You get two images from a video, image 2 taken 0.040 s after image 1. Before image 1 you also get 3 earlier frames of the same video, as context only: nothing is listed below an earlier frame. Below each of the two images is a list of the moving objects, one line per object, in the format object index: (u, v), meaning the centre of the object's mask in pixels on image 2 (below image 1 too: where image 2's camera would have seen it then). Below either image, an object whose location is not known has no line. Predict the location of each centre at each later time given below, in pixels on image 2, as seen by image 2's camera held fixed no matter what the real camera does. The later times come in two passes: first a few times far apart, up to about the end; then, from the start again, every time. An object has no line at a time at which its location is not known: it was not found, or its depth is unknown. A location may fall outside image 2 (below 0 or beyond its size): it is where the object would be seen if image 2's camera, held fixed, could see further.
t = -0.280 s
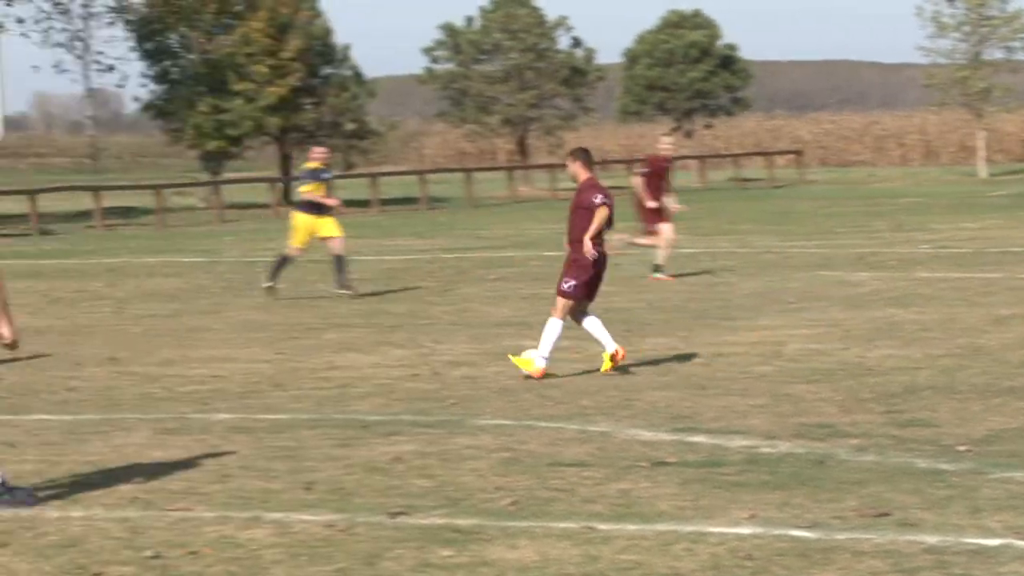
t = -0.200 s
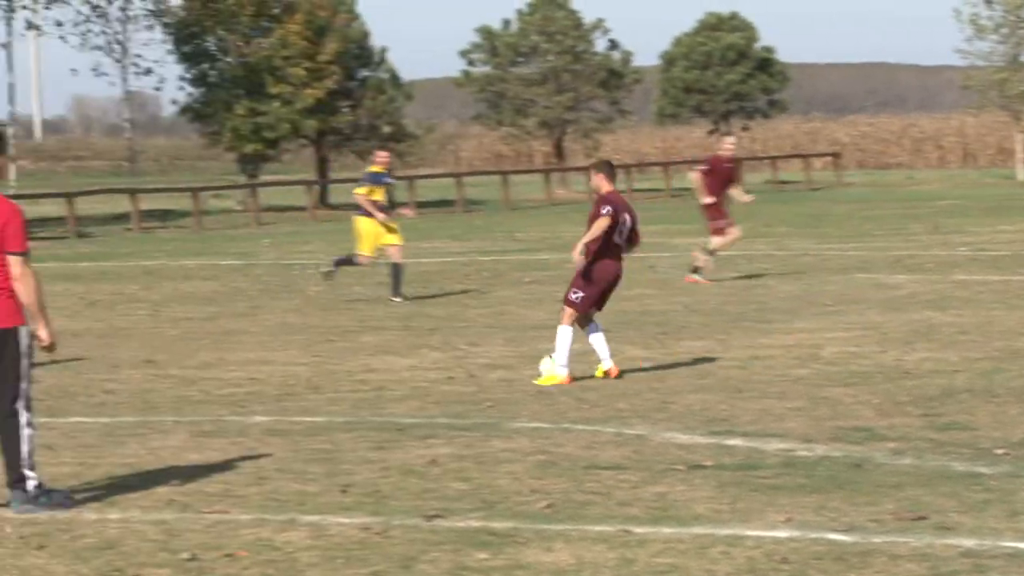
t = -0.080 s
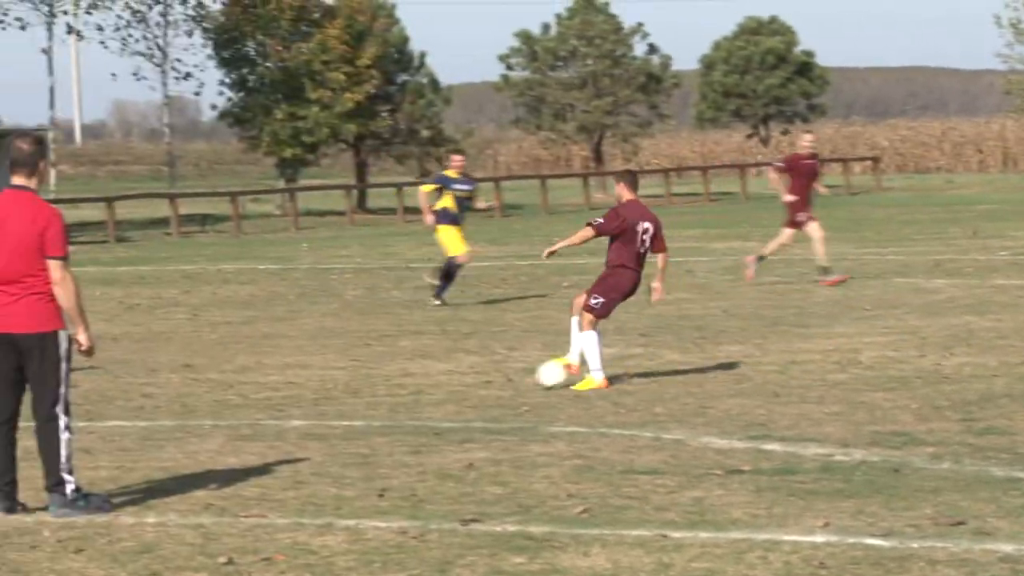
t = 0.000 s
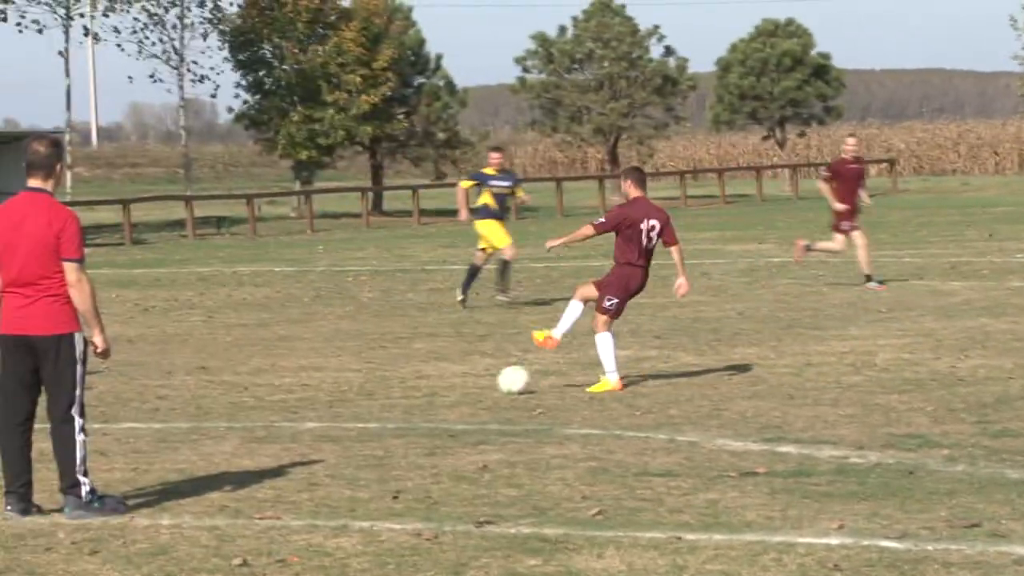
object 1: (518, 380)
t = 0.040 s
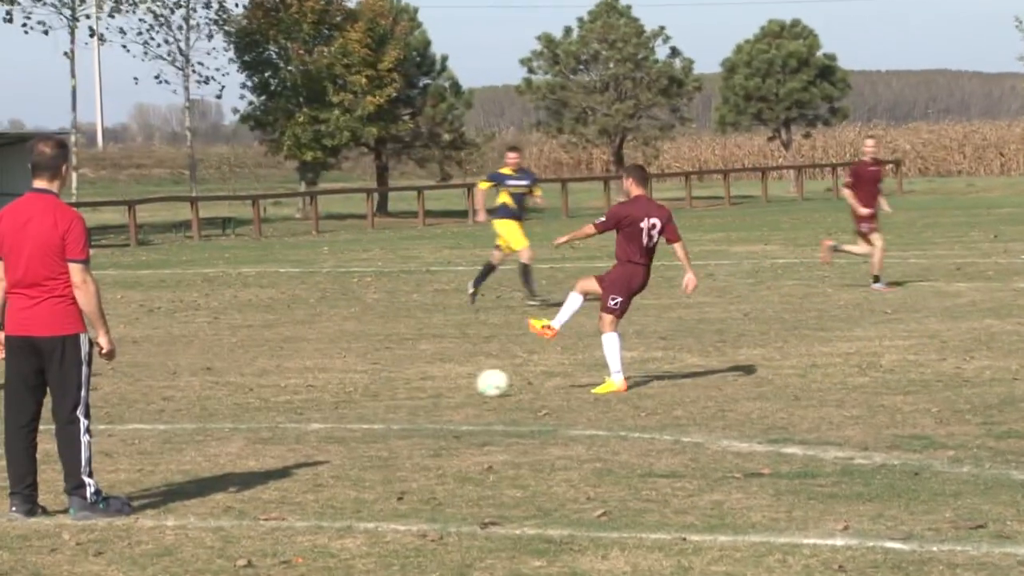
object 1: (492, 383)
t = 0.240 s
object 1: (381, 384)
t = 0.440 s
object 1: (278, 389)
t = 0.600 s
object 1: (196, 393)
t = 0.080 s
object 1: (468, 382)
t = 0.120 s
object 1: (445, 385)
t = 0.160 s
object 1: (422, 386)
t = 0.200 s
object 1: (401, 384)
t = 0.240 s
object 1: (381, 384)
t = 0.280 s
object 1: (360, 385)
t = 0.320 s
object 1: (339, 390)
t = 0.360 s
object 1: (319, 390)
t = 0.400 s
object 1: (299, 389)
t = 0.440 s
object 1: (278, 389)
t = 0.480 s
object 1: (258, 392)
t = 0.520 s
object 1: (237, 396)
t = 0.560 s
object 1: (216, 394)
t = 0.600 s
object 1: (196, 393)
